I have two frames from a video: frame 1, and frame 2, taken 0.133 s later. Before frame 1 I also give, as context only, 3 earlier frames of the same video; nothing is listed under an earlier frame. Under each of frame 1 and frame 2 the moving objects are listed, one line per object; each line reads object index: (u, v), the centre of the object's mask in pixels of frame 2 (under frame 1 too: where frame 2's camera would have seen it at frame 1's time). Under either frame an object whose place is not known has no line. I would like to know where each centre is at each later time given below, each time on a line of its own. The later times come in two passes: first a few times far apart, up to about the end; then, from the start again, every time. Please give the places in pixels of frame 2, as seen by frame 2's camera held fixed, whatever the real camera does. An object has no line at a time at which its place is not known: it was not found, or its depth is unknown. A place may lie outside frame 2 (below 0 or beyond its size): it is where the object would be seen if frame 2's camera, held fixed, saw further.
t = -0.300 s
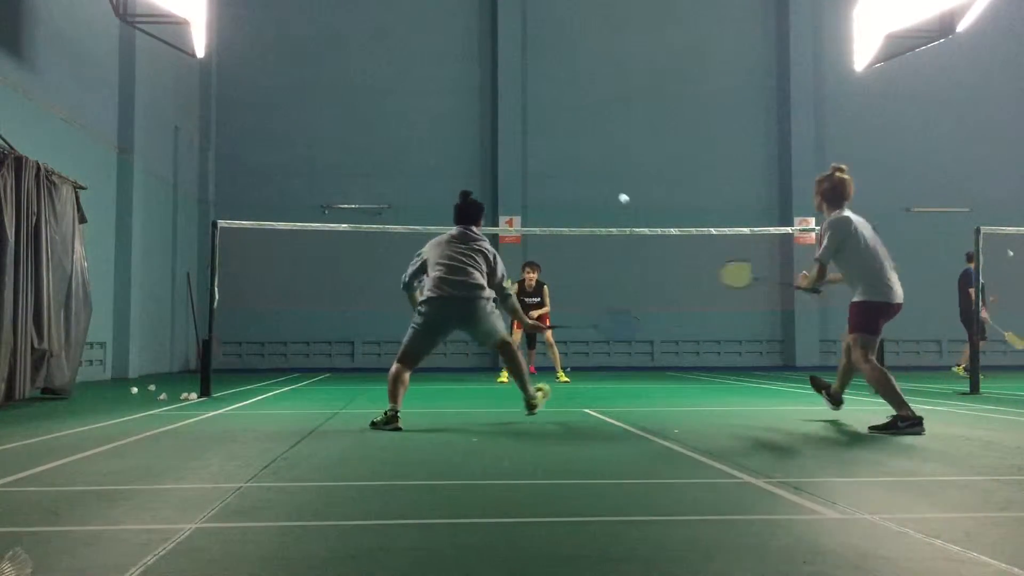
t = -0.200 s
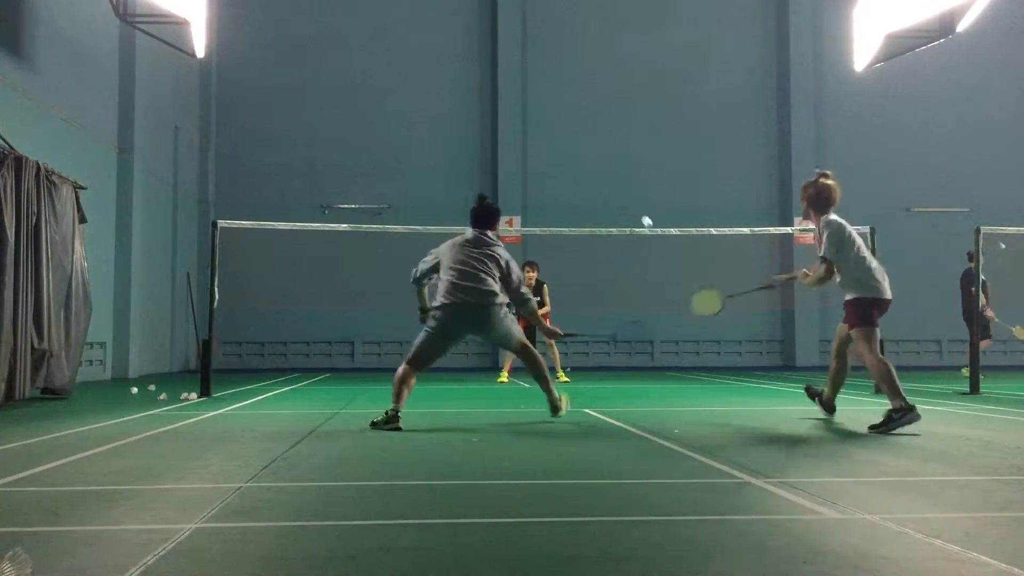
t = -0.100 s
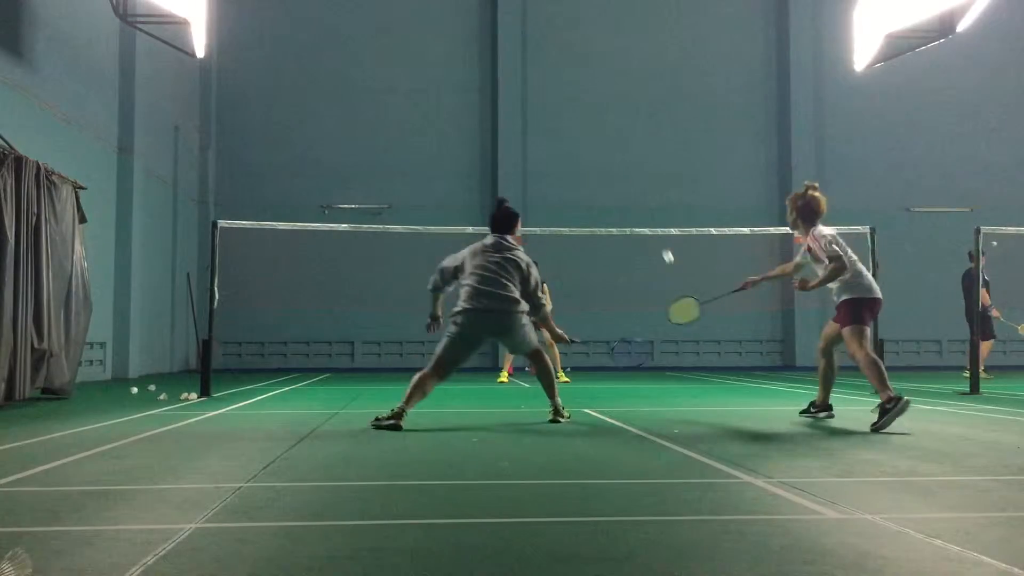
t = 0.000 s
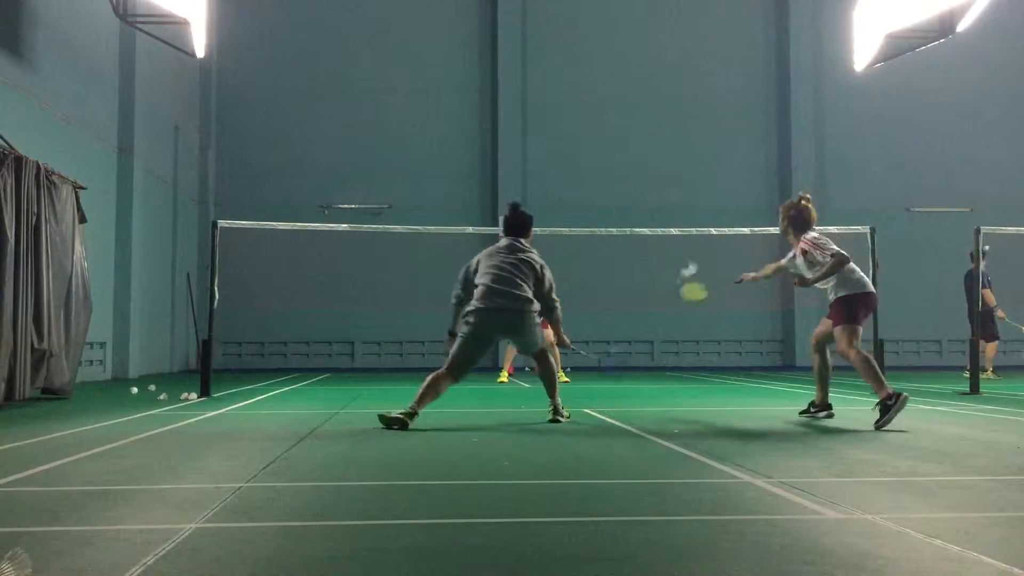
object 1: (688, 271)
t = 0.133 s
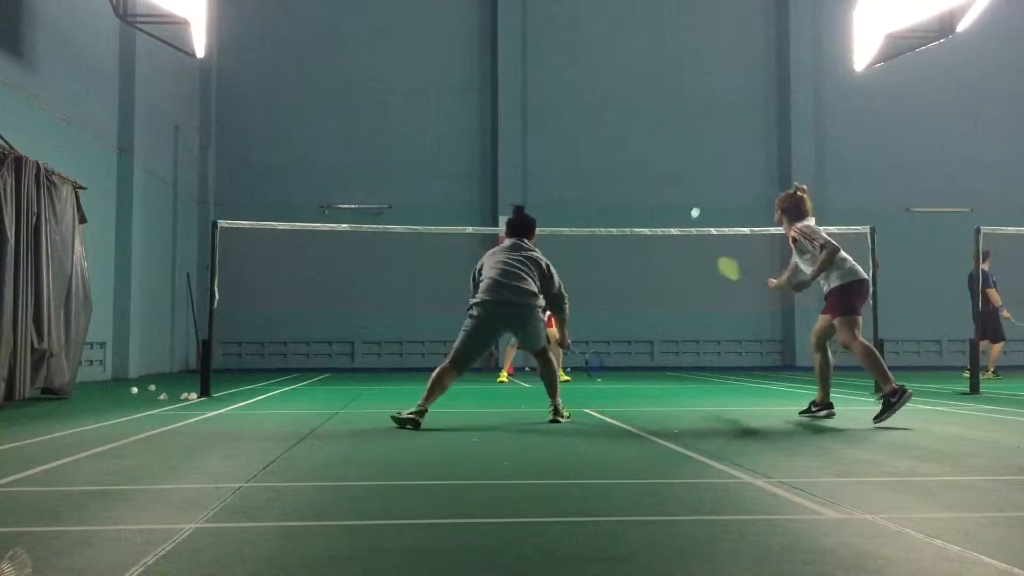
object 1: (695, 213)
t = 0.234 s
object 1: (703, 199)
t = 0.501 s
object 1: (710, 208)
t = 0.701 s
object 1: (717, 250)
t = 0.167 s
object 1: (698, 206)
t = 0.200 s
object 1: (701, 202)
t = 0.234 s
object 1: (703, 199)
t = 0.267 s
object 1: (703, 197)
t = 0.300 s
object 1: (704, 195)
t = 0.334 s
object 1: (704, 195)
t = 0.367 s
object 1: (705, 196)
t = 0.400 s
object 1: (706, 198)
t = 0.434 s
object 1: (708, 200)
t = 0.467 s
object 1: (709, 204)
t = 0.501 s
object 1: (710, 208)
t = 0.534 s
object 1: (711, 214)
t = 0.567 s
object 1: (712, 219)
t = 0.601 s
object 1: (713, 226)
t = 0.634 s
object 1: (714, 234)
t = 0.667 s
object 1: (715, 241)
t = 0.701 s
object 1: (717, 250)
